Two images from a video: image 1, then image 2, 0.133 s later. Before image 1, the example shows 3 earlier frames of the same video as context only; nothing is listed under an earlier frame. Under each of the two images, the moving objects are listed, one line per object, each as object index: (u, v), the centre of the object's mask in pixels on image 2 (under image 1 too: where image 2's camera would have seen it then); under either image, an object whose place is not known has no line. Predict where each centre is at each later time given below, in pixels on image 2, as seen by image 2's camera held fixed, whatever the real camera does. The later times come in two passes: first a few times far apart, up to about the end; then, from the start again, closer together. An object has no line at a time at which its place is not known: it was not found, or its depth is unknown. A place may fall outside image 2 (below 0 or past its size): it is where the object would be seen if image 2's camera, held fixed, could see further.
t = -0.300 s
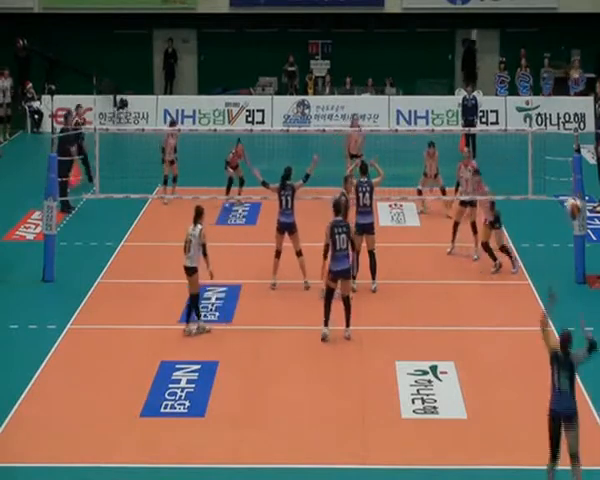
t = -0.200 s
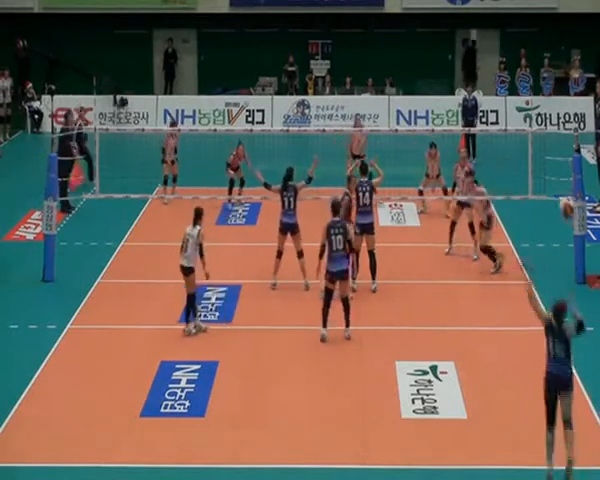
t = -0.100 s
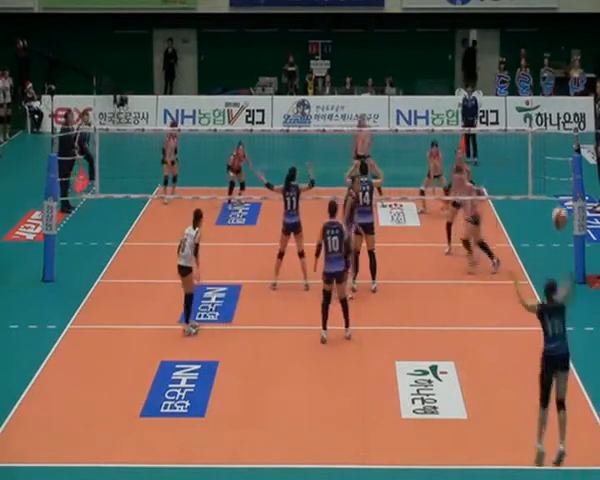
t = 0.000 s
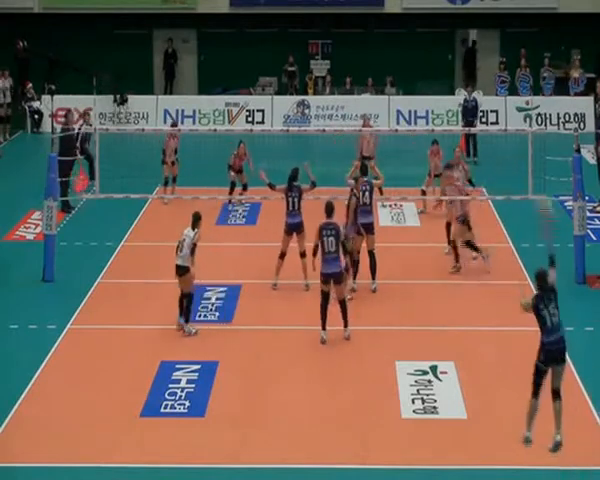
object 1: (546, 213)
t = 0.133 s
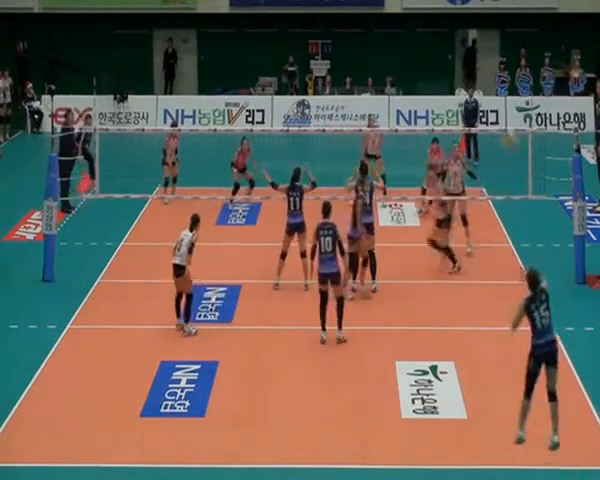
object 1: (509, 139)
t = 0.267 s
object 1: (477, 96)
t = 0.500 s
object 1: (438, 74)
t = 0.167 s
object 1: (500, 126)
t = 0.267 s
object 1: (477, 96)
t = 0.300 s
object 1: (470, 89)
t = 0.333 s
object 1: (465, 86)
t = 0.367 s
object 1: (458, 81)
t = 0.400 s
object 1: (453, 78)
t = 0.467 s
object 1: (442, 74)
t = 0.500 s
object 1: (438, 74)
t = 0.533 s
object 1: (433, 75)
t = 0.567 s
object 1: (429, 77)
